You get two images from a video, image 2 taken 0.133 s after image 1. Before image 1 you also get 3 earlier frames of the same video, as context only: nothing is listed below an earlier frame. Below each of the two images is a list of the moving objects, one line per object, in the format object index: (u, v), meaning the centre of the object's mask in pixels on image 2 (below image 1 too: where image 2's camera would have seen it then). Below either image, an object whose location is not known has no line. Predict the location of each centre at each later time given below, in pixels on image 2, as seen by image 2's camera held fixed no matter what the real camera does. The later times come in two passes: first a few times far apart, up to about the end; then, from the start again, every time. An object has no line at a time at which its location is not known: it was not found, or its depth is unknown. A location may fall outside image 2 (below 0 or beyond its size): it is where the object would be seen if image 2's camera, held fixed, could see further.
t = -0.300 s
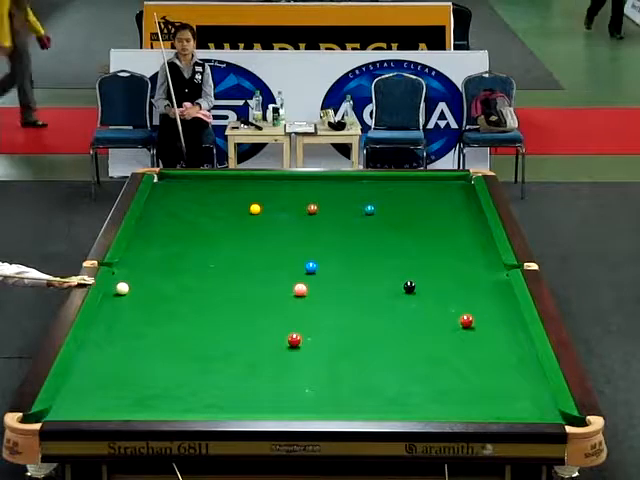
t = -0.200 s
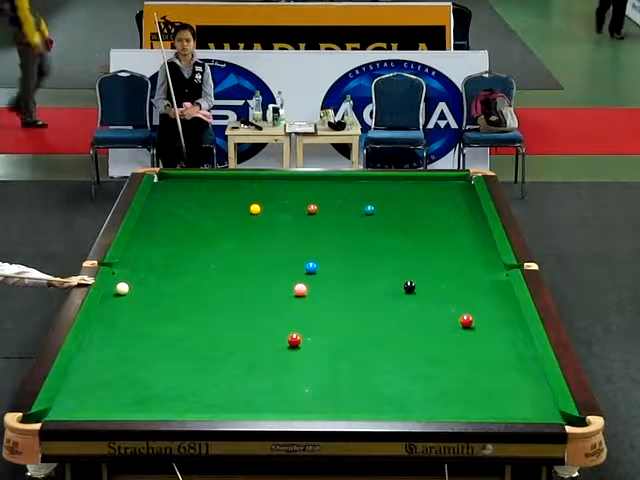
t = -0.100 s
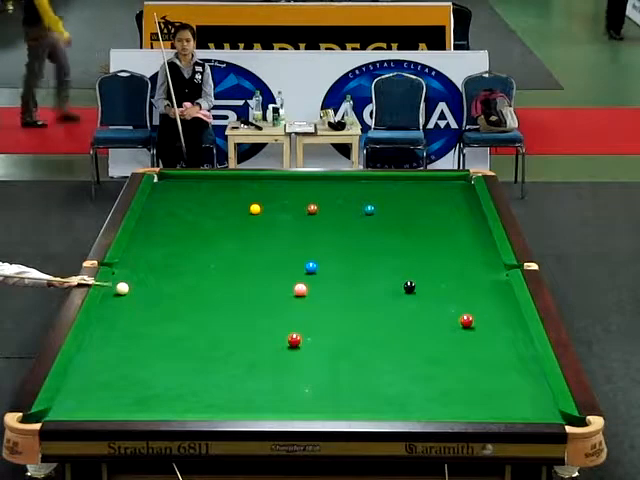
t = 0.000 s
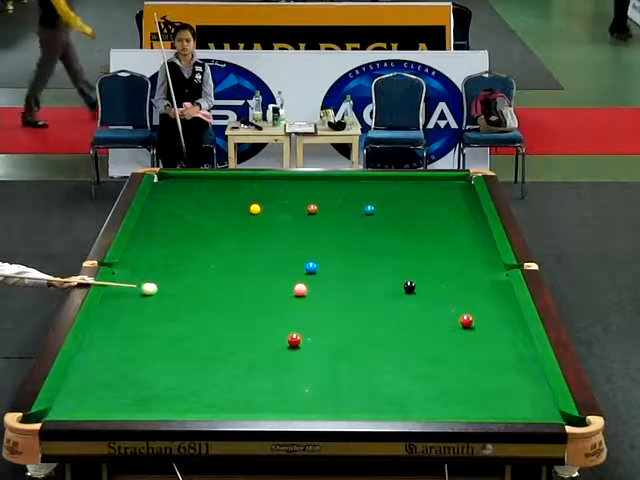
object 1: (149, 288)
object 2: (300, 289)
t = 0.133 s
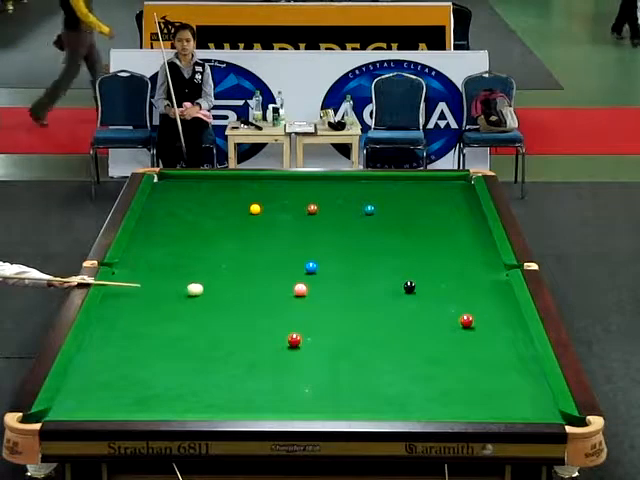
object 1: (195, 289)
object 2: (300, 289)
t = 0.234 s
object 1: (229, 290)
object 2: (300, 290)
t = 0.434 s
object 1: (290, 291)
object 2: (306, 289)
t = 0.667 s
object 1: (315, 299)
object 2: (354, 284)
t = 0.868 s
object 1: (338, 305)
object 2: (387, 280)
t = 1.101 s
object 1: (366, 312)
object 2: (425, 276)
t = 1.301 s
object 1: (389, 318)
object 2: (456, 273)
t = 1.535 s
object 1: (415, 324)
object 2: (490, 269)
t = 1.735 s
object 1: (438, 330)
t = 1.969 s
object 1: (464, 337)
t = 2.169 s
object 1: (487, 343)
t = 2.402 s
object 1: (512, 350)
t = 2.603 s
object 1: (529, 355)
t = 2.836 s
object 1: (518, 359)
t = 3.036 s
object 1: (509, 363)
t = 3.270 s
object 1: (498, 367)
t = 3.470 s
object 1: (491, 370)
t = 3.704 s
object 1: (482, 373)
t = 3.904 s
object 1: (475, 376)
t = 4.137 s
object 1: (467, 379)
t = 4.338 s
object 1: (461, 381)
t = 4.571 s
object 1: (455, 383)
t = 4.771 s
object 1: (451, 385)
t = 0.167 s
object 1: (206, 289)
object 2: (300, 289)
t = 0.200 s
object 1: (217, 290)
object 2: (300, 289)
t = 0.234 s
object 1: (229, 290)
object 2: (300, 290)
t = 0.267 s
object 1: (240, 290)
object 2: (300, 290)
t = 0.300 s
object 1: (251, 290)
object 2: (300, 290)
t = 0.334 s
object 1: (263, 290)
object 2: (300, 290)
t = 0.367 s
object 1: (274, 290)
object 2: (300, 289)
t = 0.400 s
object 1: (285, 291)
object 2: (300, 289)
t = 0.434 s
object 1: (290, 291)
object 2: (306, 289)
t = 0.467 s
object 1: (292, 293)
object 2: (313, 288)
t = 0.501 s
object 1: (295, 294)
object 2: (322, 287)
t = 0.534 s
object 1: (299, 295)
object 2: (329, 286)
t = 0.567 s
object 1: (303, 296)
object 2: (336, 286)
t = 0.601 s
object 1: (307, 297)
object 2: (342, 285)
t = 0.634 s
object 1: (311, 298)
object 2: (348, 284)
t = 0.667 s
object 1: (315, 299)
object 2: (354, 284)
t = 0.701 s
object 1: (318, 300)
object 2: (359, 283)
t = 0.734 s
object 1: (322, 301)
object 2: (365, 283)
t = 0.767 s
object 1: (327, 302)
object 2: (370, 282)
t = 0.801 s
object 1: (330, 303)
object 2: (376, 281)
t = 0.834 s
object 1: (334, 304)
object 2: (381, 281)
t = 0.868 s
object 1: (338, 305)
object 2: (387, 280)
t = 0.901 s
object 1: (342, 306)
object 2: (392, 280)
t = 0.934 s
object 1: (346, 307)
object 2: (398, 279)
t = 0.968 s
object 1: (350, 308)
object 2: (402, 278)
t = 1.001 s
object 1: (354, 309)
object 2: (408, 277)
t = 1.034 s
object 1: (358, 310)
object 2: (414, 277)
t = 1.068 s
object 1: (361, 311)
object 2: (420, 277)
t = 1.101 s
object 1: (366, 312)
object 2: (425, 276)
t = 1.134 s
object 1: (369, 313)
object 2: (430, 276)
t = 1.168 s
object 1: (373, 314)
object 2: (435, 275)
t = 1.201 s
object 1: (377, 315)
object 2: (440, 275)
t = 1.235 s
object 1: (381, 316)
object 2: (445, 274)
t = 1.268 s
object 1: (385, 317)
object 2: (450, 274)
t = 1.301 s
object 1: (389, 318)
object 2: (456, 273)
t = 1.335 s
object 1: (392, 319)
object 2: (461, 272)
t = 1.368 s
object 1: (396, 320)
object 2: (466, 272)
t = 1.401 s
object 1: (400, 320)
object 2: (471, 271)
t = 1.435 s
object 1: (404, 322)
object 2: (476, 271)
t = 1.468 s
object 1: (408, 323)
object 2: (481, 270)
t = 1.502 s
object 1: (412, 323)
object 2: (486, 270)
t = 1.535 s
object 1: (415, 324)
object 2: (490, 269)
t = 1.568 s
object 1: (419, 326)
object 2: (495, 269)
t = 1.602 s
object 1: (423, 327)
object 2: (499, 268)
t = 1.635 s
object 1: (427, 328)
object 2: (504, 268)
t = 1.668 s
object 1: (430, 328)
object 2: (509, 267)
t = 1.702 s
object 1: (434, 329)
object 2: (511, 268)
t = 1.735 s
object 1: (438, 330)
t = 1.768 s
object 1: (442, 331)
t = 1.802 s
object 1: (445, 332)
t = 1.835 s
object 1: (449, 333)
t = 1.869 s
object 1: (453, 334)
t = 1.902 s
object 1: (457, 335)
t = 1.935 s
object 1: (460, 336)
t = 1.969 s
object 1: (464, 337)
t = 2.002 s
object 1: (468, 338)
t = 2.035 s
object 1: (472, 339)
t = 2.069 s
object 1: (475, 340)
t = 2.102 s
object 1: (479, 341)
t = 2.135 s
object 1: (483, 342)
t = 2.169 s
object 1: (487, 343)
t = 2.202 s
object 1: (490, 344)
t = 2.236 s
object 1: (494, 345)
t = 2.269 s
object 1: (497, 346)
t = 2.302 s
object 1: (501, 347)
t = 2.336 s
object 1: (504, 347)
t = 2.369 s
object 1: (508, 349)
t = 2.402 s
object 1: (512, 350)
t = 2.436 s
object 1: (515, 351)
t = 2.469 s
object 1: (519, 352)
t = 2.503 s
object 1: (523, 352)
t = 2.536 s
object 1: (526, 353)
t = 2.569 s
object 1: (529, 354)
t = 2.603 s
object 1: (529, 355)
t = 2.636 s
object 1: (527, 356)
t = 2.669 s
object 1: (526, 356)
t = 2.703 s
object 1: (524, 357)
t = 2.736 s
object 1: (523, 357)
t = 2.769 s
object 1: (521, 358)
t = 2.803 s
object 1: (520, 359)
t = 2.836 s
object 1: (518, 359)
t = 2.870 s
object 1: (516, 360)
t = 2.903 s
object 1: (515, 361)
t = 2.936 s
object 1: (513, 361)
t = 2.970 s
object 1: (512, 362)
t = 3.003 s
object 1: (510, 362)
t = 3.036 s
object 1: (509, 363)
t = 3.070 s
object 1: (507, 363)
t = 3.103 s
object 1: (506, 364)
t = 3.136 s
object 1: (504, 365)
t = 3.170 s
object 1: (503, 365)
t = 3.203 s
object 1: (501, 366)
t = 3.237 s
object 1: (500, 366)
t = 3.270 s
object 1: (498, 367)
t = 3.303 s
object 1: (497, 367)
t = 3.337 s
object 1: (496, 368)
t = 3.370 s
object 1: (495, 368)
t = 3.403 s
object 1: (493, 369)
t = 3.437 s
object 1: (492, 369)
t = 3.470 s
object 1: (491, 370)
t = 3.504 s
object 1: (489, 370)
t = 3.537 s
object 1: (488, 371)
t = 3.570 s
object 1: (487, 371)
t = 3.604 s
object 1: (485, 372)
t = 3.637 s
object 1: (484, 372)
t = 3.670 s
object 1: (483, 373)
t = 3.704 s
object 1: (482, 373)
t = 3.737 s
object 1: (481, 374)
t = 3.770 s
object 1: (479, 374)
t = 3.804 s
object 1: (478, 374)
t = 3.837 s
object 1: (477, 375)
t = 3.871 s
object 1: (476, 375)
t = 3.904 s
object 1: (475, 376)
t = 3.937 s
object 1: (474, 376)
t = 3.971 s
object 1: (472, 377)
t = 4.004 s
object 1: (471, 377)
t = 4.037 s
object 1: (470, 378)
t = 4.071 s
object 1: (469, 378)
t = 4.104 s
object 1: (468, 378)
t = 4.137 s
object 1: (467, 379)
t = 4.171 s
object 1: (466, 379)
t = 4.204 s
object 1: (465, 379)
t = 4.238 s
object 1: (464, 380)
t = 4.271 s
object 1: (463, 380)
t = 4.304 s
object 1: (462, 381)
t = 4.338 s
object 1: (461, 381)
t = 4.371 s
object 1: (460, 381)
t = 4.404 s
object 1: (460, 381)
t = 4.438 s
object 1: (458, 382)
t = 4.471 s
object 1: (458, 382)
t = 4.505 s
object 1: (457, 383)
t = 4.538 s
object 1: (456, 383)
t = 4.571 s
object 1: (455, 383)
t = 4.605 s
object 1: (455, 384)
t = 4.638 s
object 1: (454, 384)
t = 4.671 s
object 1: (453, 384)
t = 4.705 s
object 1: (452, 385)
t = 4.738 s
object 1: (452, 385)
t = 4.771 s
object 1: (451, 385)
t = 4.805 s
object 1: (450, 385)
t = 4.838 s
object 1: (450, 386)
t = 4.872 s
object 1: (449, 386)
